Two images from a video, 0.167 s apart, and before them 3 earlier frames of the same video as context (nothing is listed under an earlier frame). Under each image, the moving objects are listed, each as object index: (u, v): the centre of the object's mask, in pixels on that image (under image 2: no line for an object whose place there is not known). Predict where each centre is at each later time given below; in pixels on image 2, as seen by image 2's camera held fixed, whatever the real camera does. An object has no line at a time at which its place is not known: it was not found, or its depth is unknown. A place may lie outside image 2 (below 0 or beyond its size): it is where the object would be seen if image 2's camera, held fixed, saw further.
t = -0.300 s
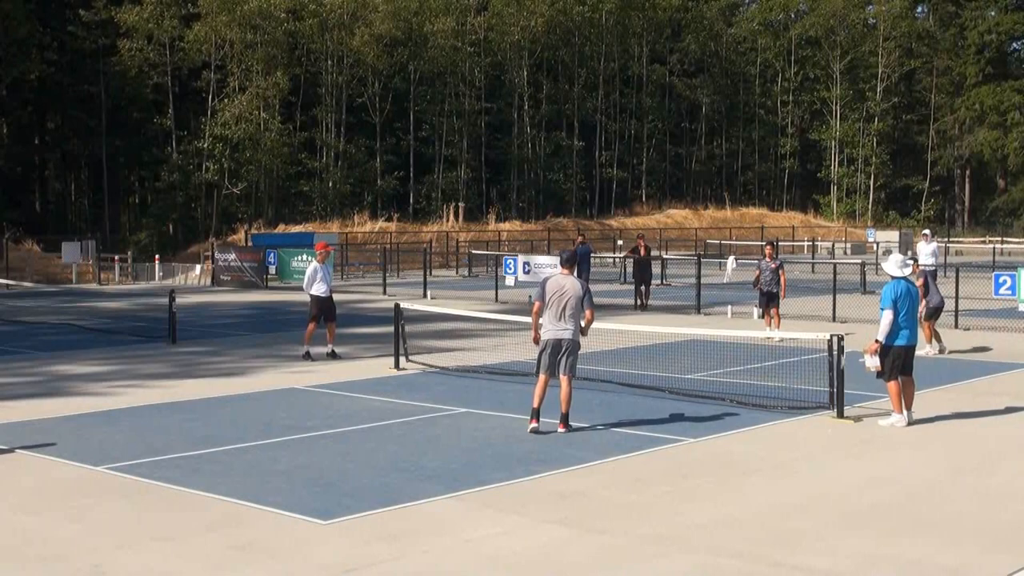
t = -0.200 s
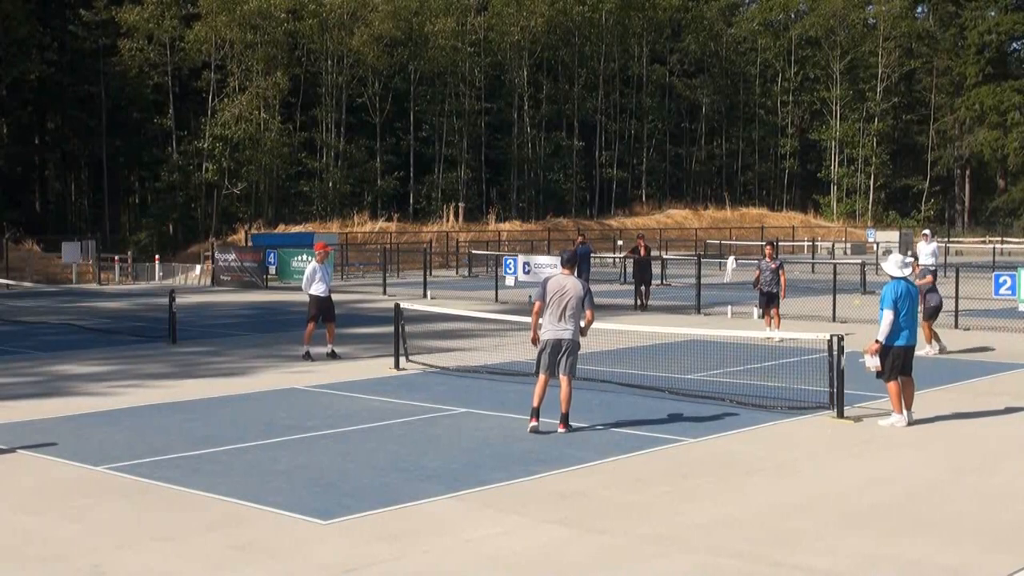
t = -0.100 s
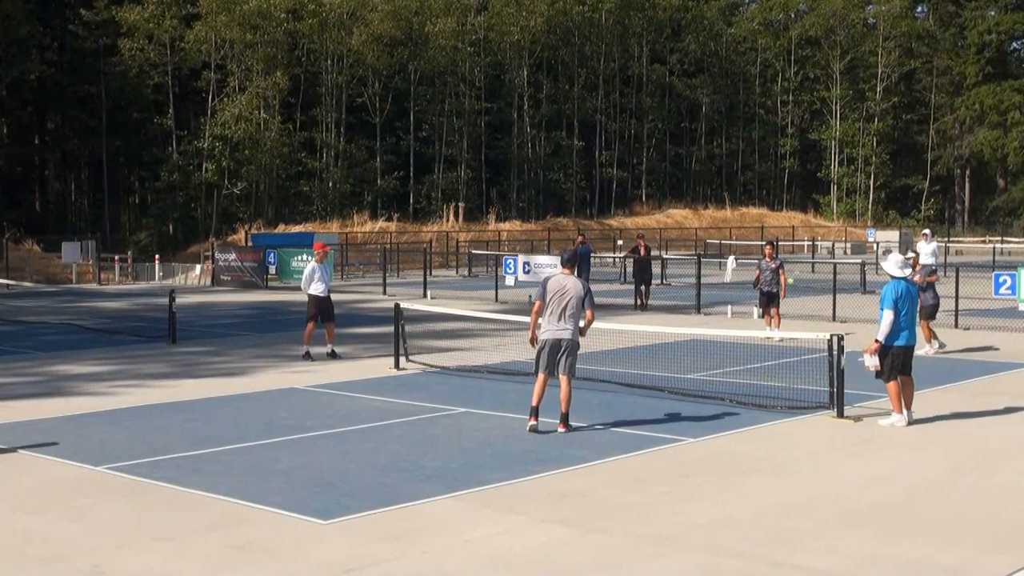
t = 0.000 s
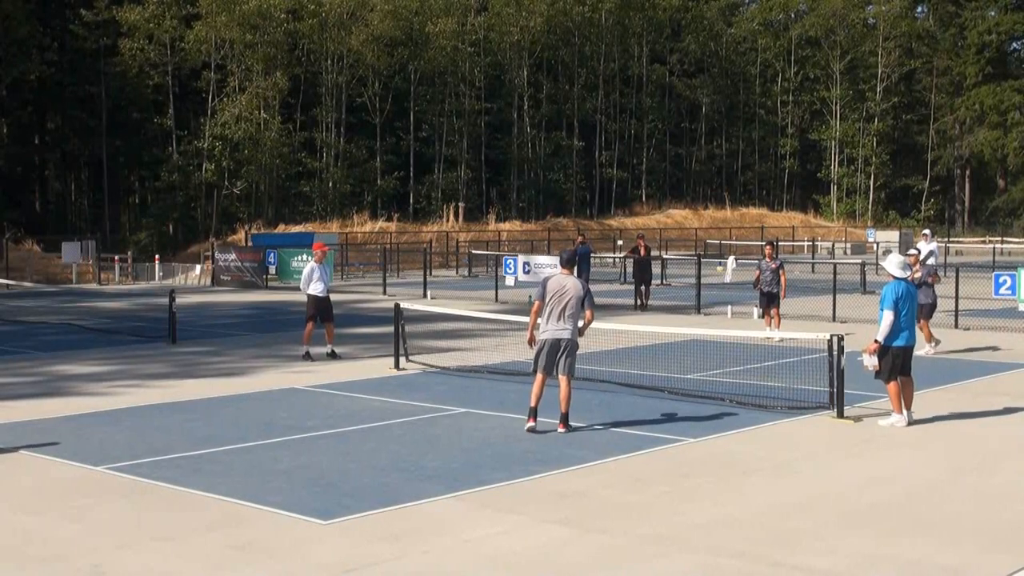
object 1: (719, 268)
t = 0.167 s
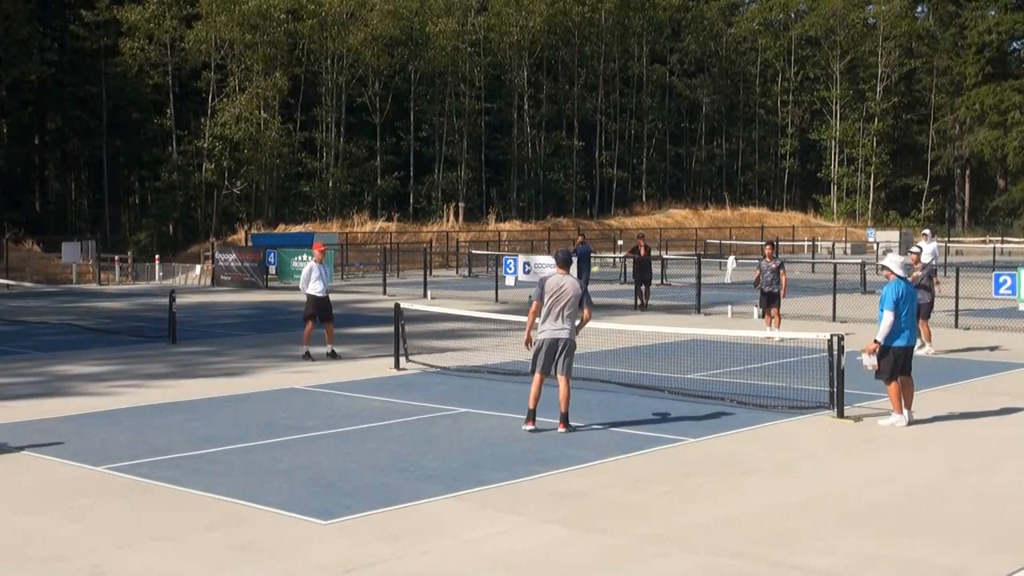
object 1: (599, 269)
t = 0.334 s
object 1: (464, 298)
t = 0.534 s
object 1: (298, 375)
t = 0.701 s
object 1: (174, 405)
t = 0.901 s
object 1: (50, 379)
